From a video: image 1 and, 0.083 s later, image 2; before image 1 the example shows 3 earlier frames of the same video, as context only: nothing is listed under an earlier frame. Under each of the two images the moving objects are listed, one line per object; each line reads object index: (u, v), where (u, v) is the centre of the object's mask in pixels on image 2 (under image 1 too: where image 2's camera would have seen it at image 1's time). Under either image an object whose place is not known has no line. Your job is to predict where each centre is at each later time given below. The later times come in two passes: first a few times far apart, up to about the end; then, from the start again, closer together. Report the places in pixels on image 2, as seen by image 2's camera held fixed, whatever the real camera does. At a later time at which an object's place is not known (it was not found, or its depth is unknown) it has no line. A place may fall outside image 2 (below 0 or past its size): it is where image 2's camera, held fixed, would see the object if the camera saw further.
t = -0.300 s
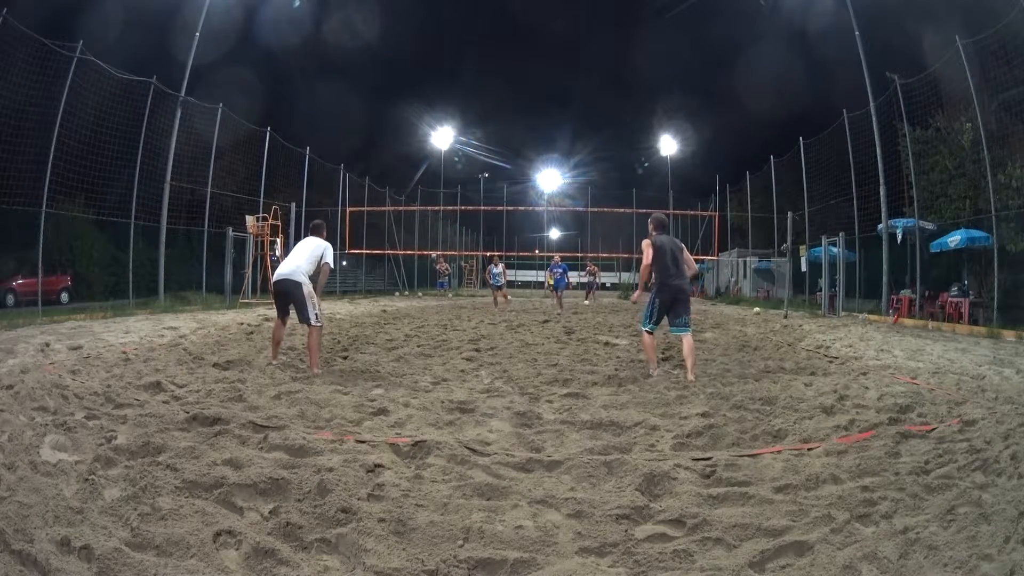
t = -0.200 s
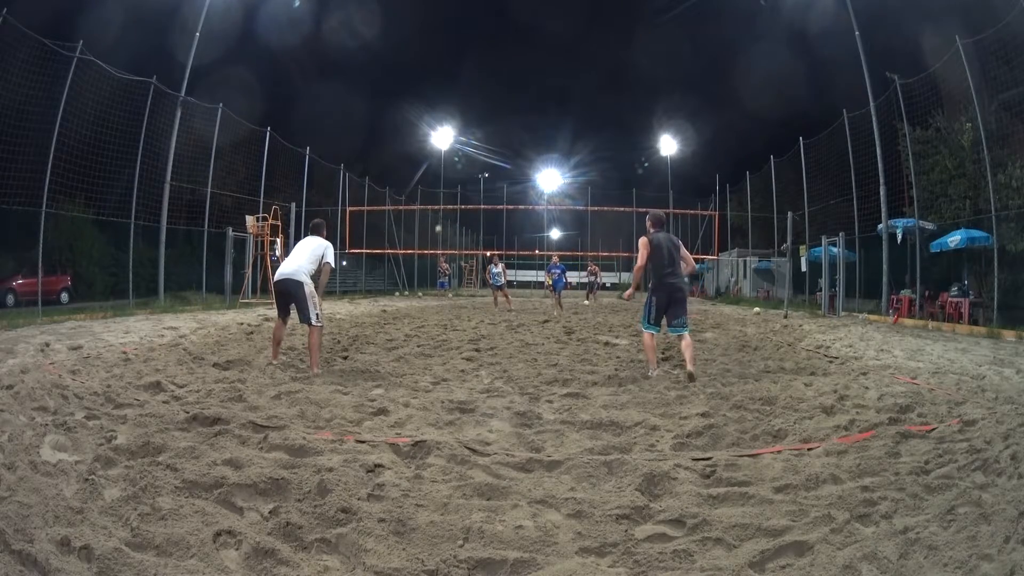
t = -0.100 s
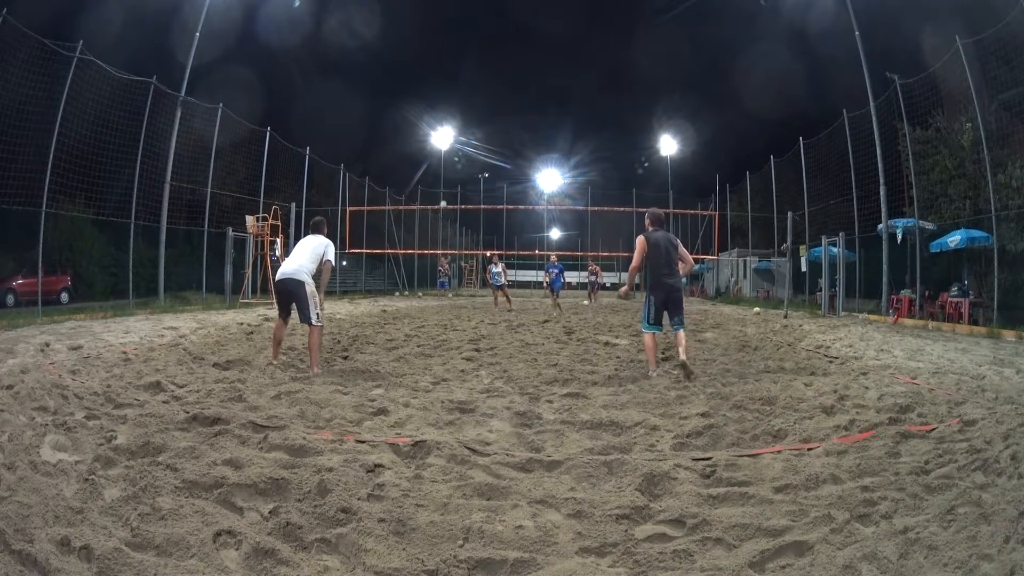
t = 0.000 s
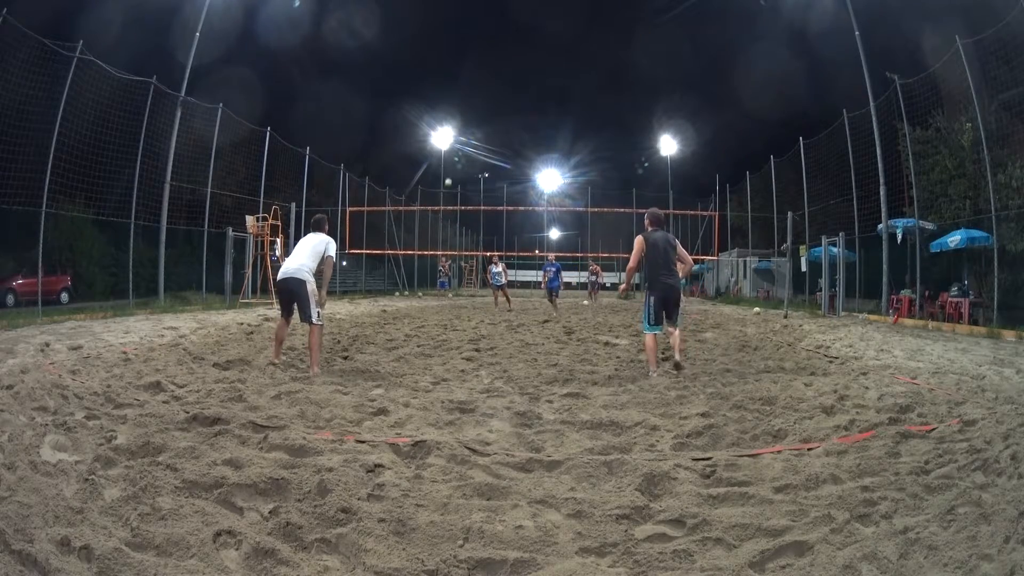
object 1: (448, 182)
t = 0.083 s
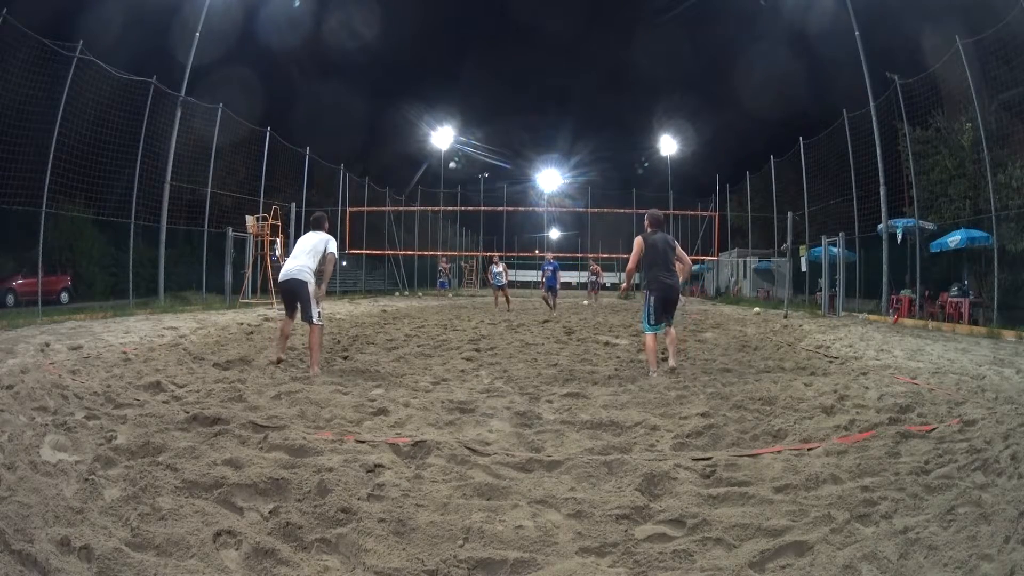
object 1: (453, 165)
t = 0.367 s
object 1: (470, 118)
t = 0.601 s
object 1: (488, 96)
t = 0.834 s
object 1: (510, 93)
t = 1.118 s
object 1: (542, 123)
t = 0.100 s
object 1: (453, 161)
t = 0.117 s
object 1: (454, 158)
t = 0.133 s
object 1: (455, 155)
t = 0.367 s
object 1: (470, 118)
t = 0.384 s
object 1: (471, 117)
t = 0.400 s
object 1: (472, 115)
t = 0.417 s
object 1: (474, 112)
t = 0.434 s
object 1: (475, 110)
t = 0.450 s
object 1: (476, 109)
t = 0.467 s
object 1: (477, 107)
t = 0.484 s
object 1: (479, 105)
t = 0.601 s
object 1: (488, 96)
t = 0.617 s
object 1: (490, 95)
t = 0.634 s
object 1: (491, 95)
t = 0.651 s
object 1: (493, 94)
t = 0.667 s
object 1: (494, 92)
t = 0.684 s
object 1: (496, 93)
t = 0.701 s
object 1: (497, 92)
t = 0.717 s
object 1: (499, 92)
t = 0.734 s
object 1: (500, 92)
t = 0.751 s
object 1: (502, 92)
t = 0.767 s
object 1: (503, 92)
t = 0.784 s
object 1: (505, 92)
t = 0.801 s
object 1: (506, 92)
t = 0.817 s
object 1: (508, 92)
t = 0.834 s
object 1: (510, 93)
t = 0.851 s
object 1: (511, 93)
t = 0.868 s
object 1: (513, 94)
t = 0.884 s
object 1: (515, 95)
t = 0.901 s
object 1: (516, 96)
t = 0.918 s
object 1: (518, 97)
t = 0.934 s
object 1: (520, 98)
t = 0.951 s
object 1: (522, 100)
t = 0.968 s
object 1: (524, 101)
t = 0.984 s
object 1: (526, 103)
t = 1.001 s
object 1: (528, 105)
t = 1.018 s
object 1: (529, 106)
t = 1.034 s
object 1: (531, 109)
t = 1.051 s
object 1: (533, 111)
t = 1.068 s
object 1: (535, 114)
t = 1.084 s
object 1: (537, 117)
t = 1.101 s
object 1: (540, 120)
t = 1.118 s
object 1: (542, 123)
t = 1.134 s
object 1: (544, 126)
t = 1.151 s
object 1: (546, 130)
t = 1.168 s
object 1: (548, 133)
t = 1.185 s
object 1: (551, 137)
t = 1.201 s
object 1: (553, 142)
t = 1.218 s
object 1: (555, 146)
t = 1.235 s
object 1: (558, 151)
